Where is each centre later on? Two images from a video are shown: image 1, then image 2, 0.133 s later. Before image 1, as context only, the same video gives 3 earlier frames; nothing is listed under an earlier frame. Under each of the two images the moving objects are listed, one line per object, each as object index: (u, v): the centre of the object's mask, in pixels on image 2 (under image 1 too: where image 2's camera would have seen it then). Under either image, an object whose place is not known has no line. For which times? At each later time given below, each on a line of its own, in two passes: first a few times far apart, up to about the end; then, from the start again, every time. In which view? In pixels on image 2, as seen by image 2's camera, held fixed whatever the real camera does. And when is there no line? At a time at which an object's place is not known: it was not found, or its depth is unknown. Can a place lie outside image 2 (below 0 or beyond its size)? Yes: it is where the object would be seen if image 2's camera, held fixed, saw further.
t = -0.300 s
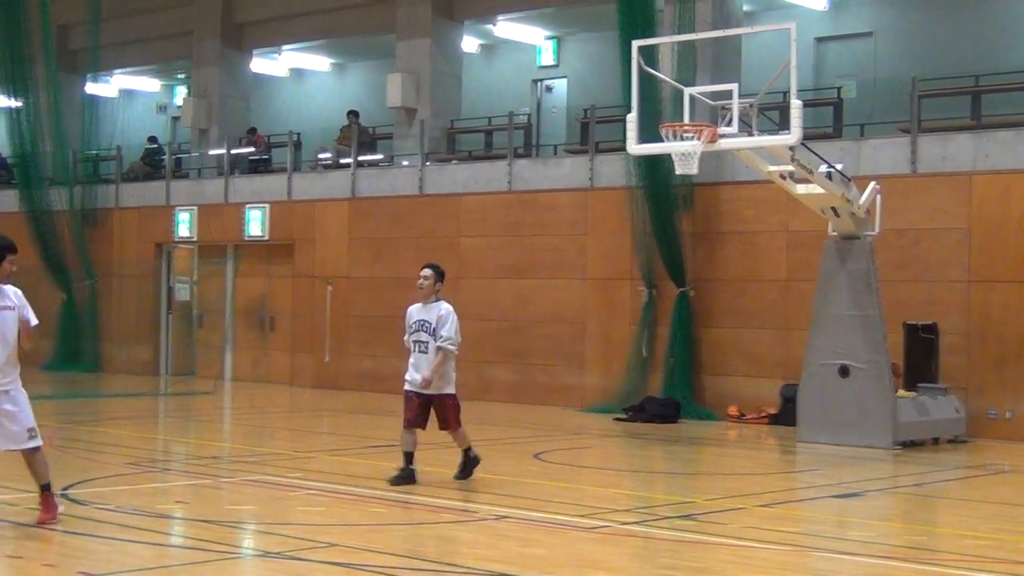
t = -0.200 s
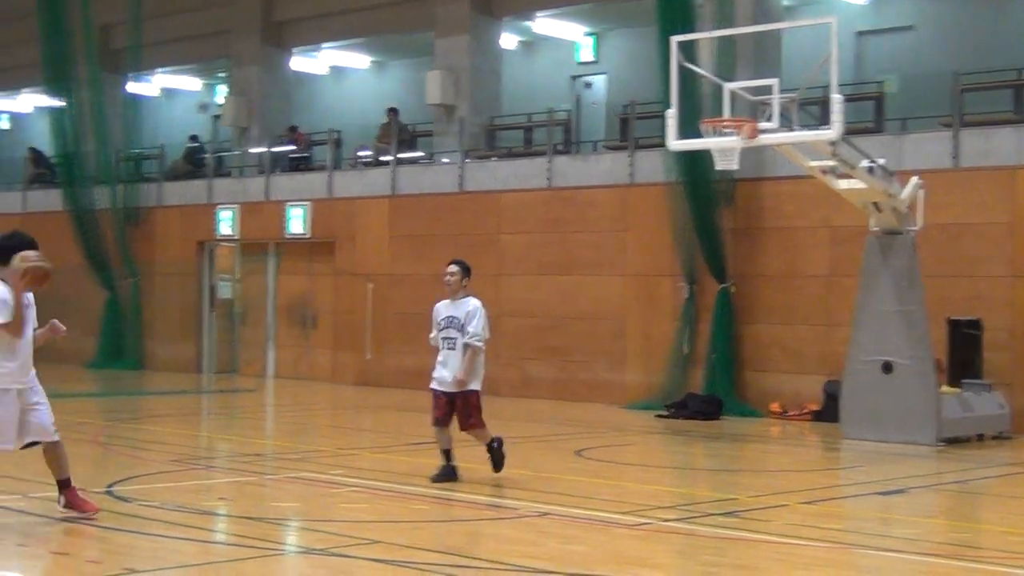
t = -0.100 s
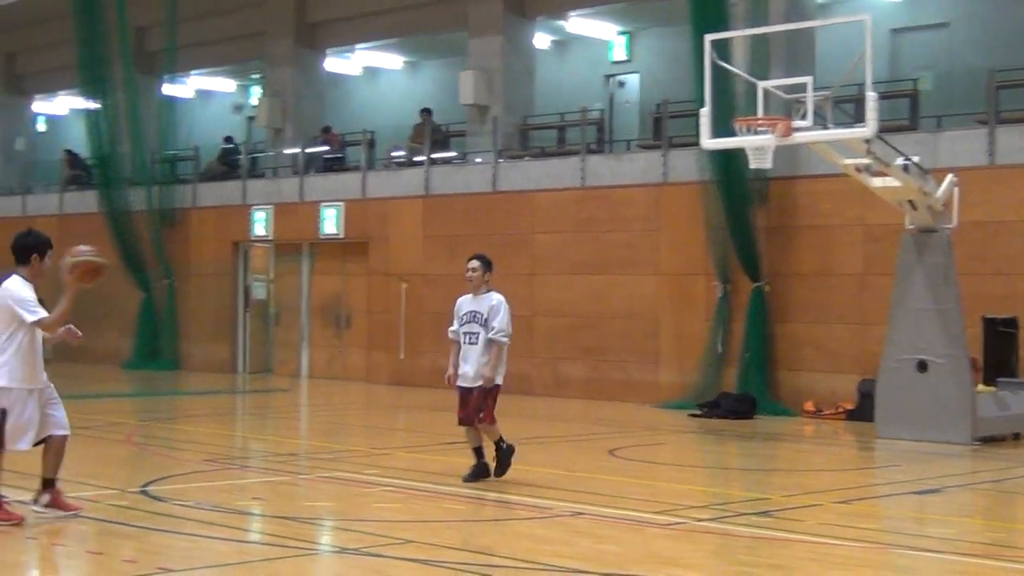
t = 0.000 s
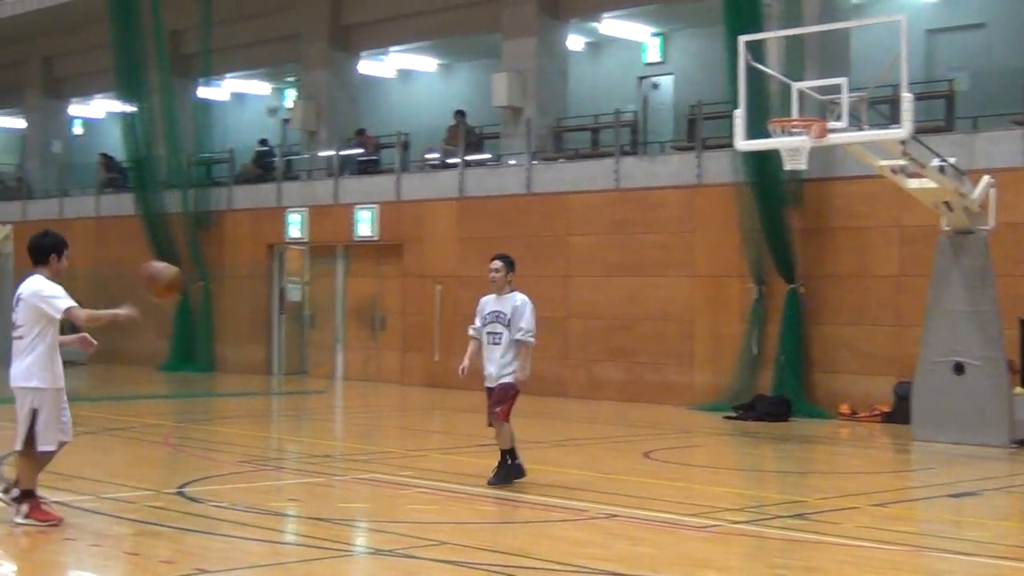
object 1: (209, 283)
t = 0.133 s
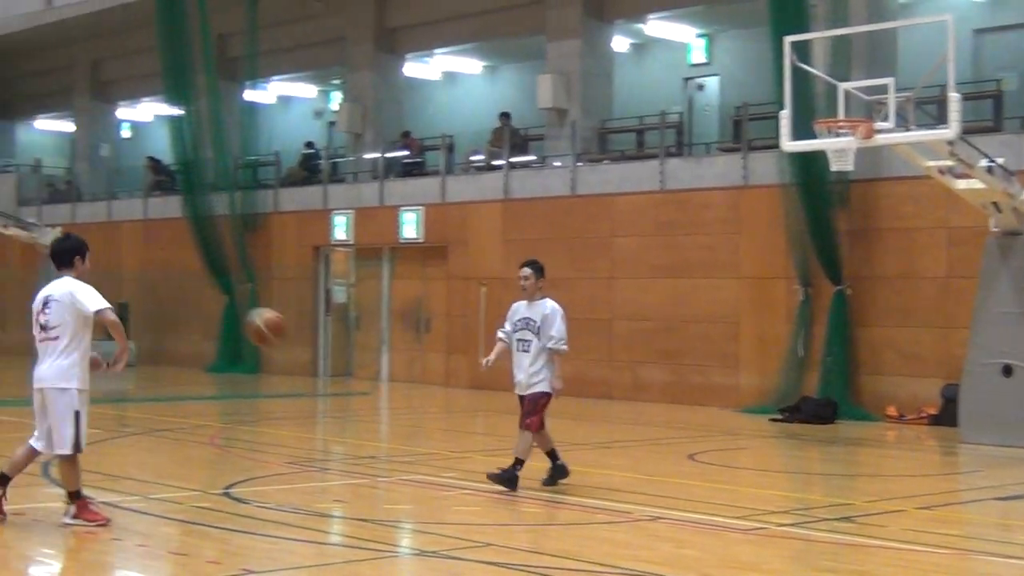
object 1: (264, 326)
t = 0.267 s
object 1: (318, 396)
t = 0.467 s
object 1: (381, 448)
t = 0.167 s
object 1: (278, 341)
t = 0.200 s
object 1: (294, 354)
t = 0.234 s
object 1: (307, 376)
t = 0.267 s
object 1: (318, 396)
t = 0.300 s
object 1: (331, 417)
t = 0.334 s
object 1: (344, 438)
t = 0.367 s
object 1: (358, 464)
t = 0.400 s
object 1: (370, 488)
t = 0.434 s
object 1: (376, 469)
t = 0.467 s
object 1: (381, 448)
